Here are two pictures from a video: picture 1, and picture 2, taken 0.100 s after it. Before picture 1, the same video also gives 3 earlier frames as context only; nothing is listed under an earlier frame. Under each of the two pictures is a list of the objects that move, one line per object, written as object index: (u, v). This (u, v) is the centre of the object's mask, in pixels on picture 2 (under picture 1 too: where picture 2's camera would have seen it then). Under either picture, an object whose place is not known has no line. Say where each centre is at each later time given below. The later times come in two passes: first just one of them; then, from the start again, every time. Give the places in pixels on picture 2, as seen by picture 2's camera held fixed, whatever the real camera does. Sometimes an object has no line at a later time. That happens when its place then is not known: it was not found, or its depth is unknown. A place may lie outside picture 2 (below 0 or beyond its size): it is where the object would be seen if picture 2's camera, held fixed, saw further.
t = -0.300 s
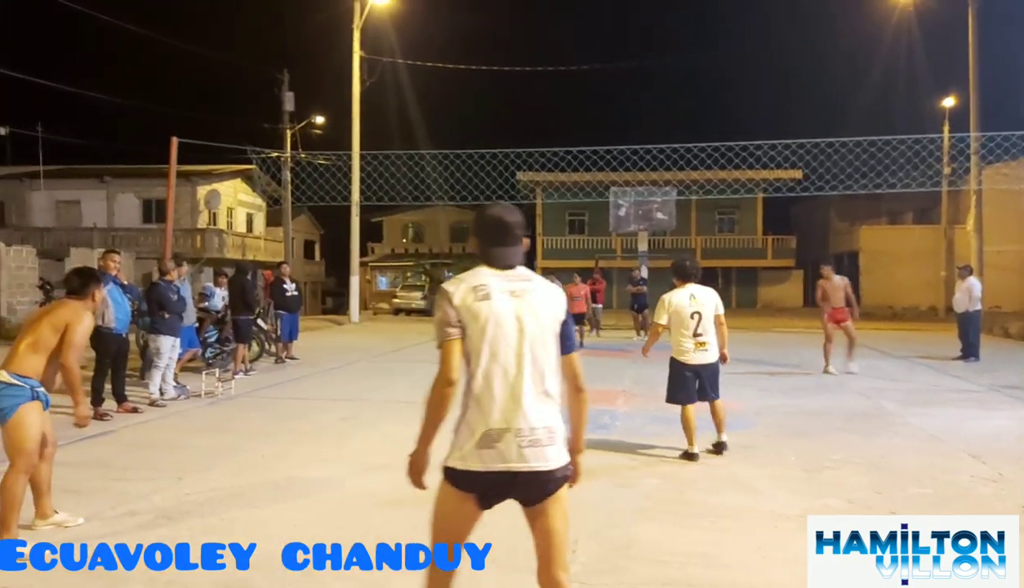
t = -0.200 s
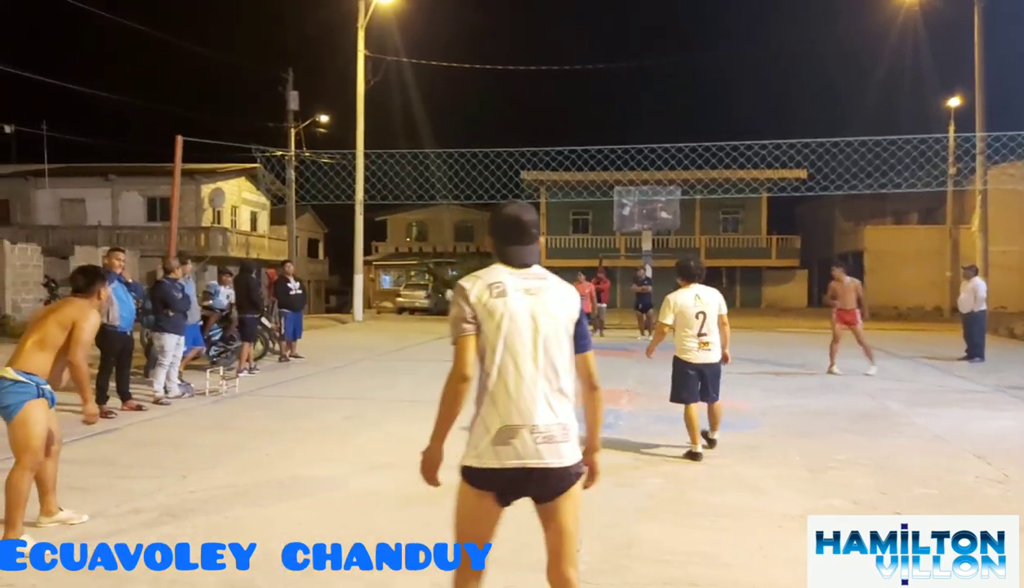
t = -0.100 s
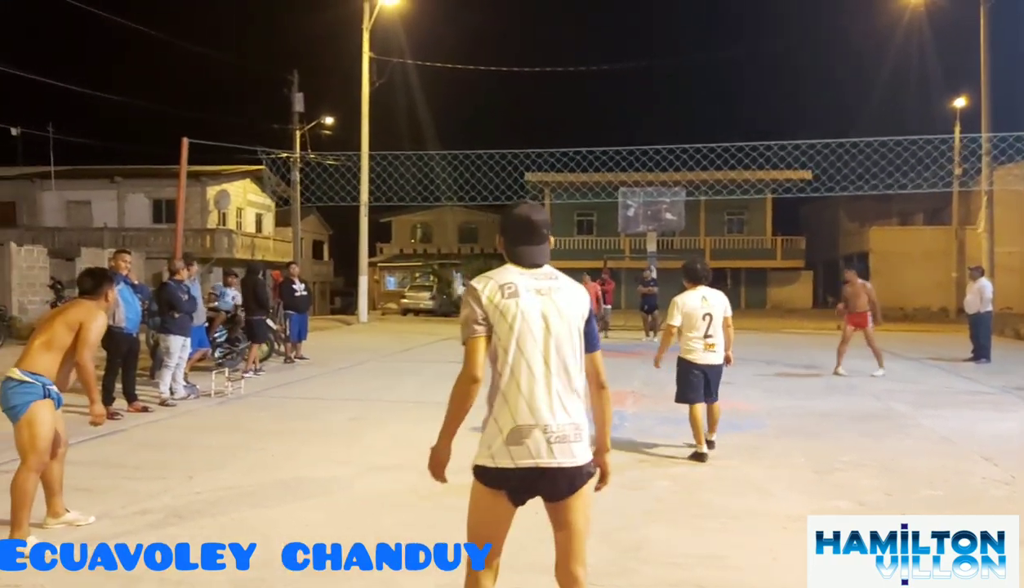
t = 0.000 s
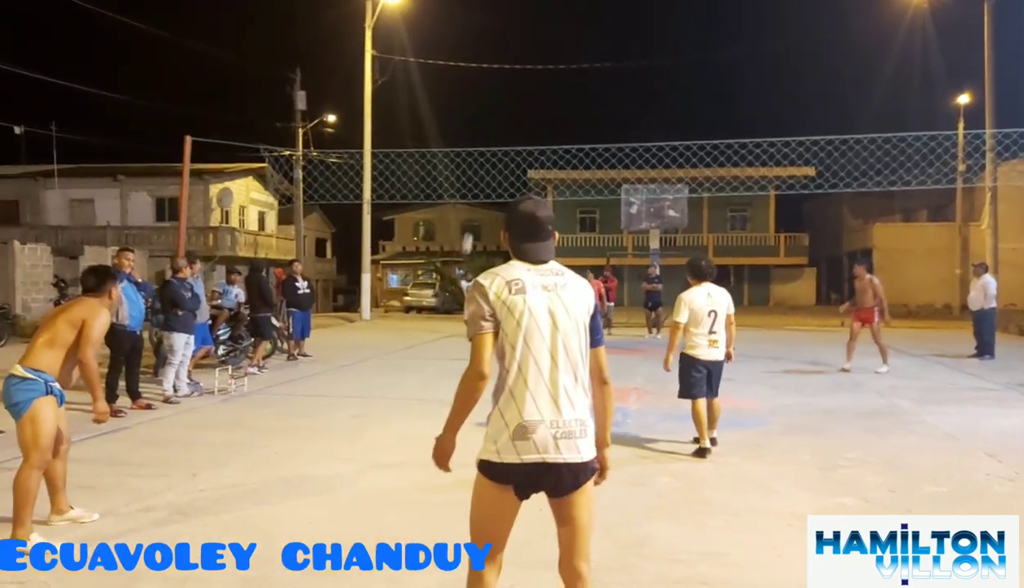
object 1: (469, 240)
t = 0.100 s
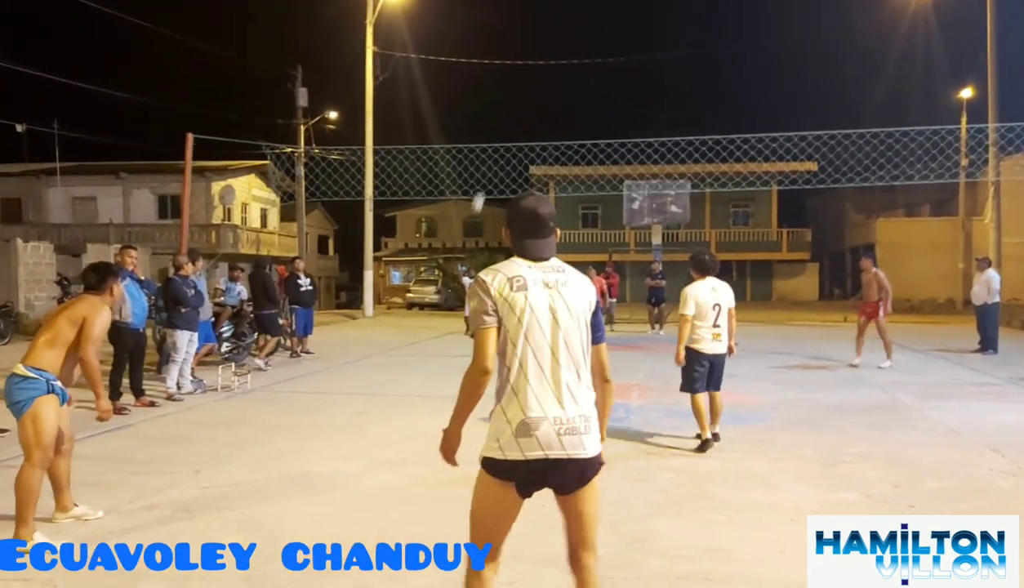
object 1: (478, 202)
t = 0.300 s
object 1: (500, 132)
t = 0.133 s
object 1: (481, 190)
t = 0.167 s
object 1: (485, 178)
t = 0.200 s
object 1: (488, 166)
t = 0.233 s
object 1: (492, 155)
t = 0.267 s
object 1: (496, 143)
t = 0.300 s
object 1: (500, 132)
